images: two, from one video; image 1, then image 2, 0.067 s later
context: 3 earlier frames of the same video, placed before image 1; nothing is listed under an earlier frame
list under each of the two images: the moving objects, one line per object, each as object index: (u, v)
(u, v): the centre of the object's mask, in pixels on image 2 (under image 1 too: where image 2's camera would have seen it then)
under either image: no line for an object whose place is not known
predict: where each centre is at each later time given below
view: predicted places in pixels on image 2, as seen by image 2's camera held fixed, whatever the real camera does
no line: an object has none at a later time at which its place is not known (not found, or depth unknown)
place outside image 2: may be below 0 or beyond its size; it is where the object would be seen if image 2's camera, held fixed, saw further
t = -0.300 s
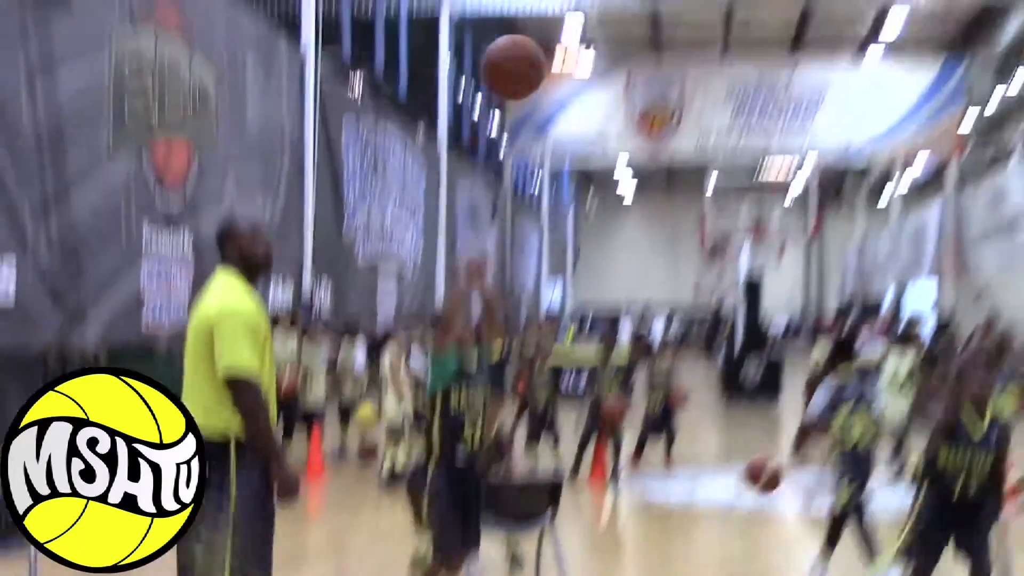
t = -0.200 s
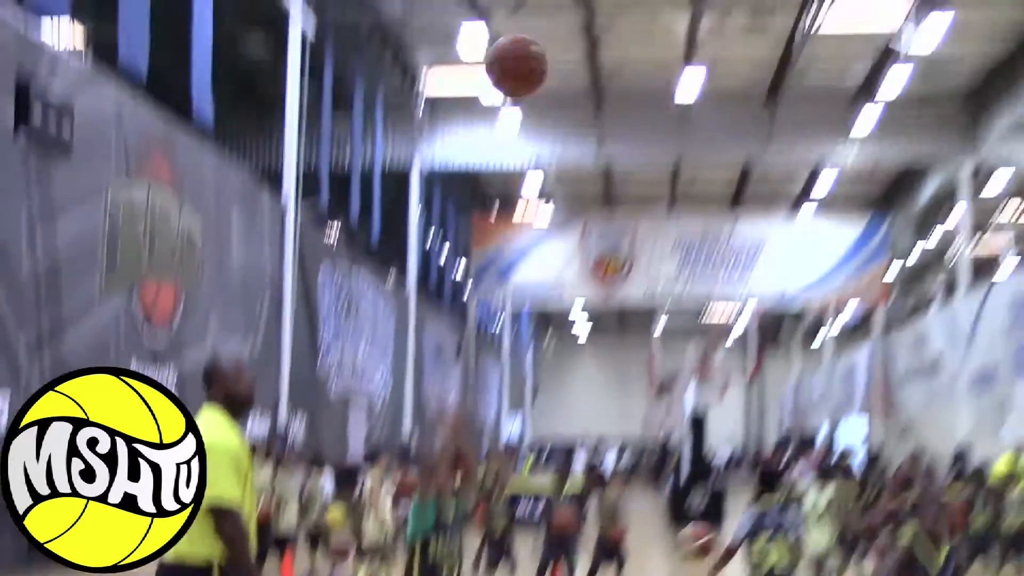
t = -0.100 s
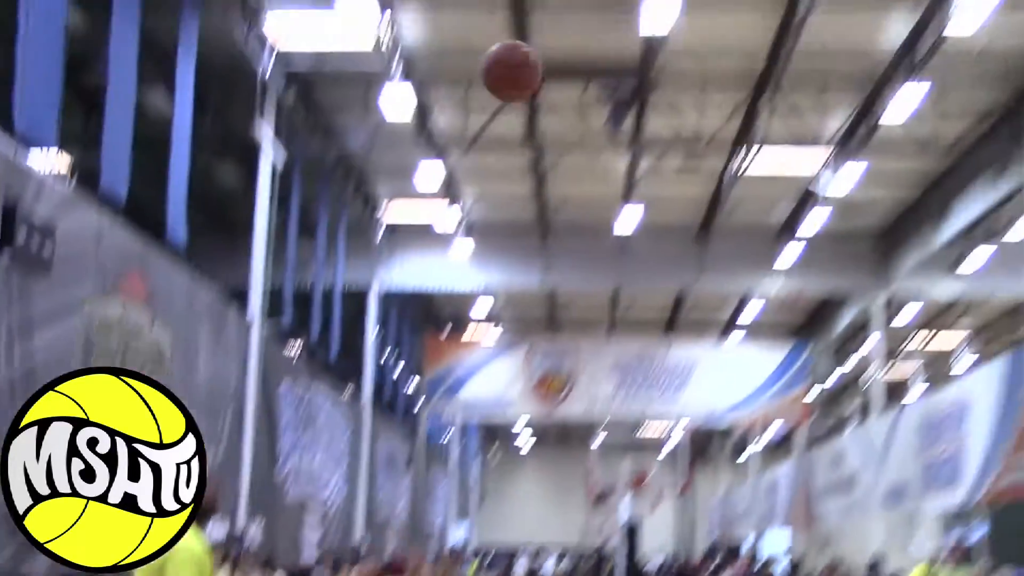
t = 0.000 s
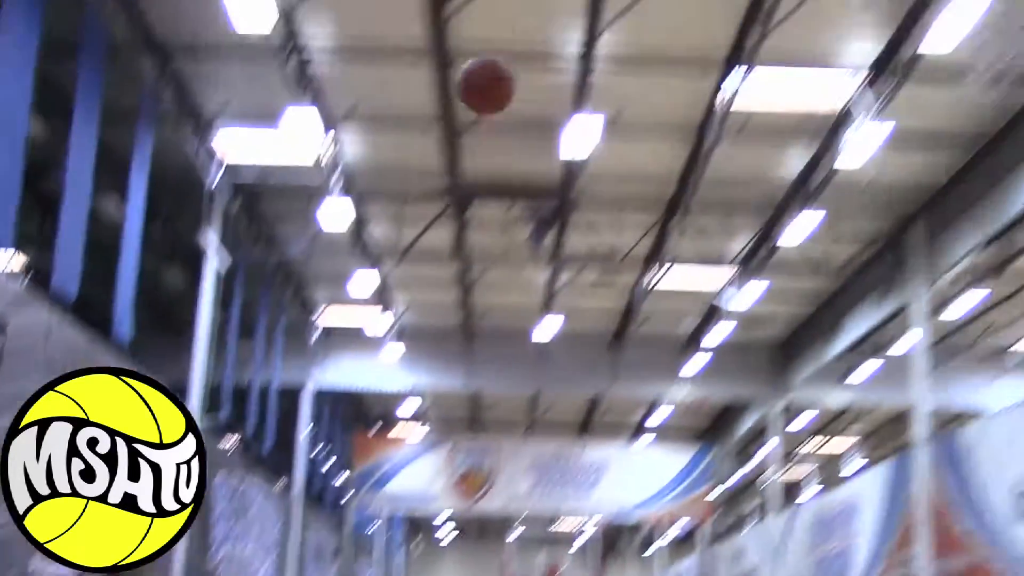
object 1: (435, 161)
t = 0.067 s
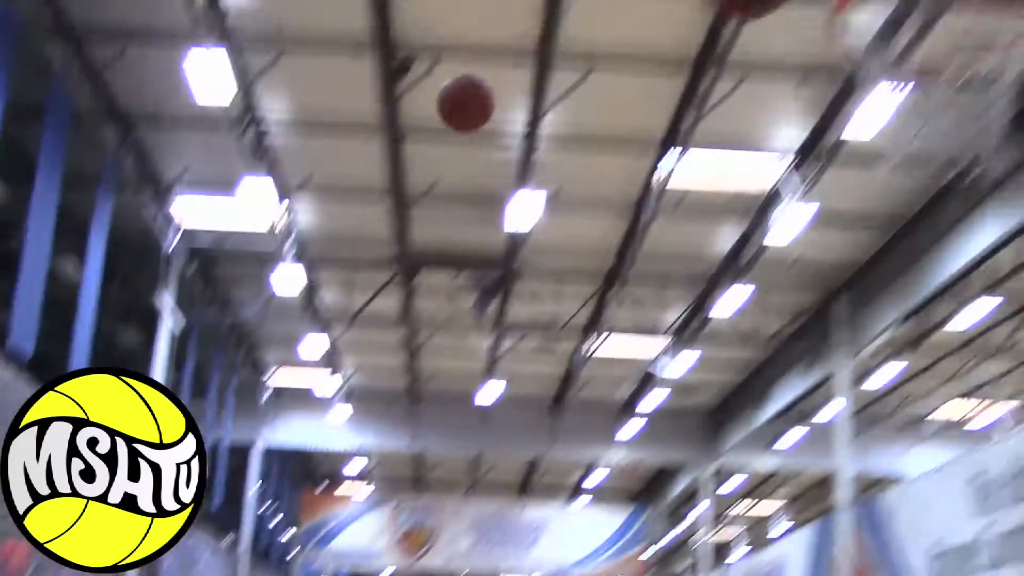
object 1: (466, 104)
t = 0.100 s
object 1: (480, 76)
